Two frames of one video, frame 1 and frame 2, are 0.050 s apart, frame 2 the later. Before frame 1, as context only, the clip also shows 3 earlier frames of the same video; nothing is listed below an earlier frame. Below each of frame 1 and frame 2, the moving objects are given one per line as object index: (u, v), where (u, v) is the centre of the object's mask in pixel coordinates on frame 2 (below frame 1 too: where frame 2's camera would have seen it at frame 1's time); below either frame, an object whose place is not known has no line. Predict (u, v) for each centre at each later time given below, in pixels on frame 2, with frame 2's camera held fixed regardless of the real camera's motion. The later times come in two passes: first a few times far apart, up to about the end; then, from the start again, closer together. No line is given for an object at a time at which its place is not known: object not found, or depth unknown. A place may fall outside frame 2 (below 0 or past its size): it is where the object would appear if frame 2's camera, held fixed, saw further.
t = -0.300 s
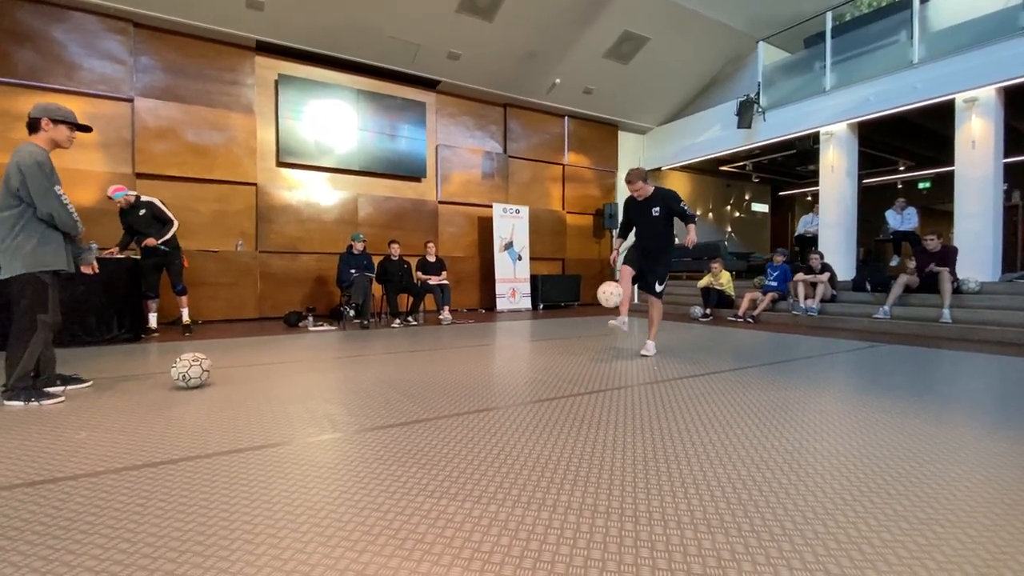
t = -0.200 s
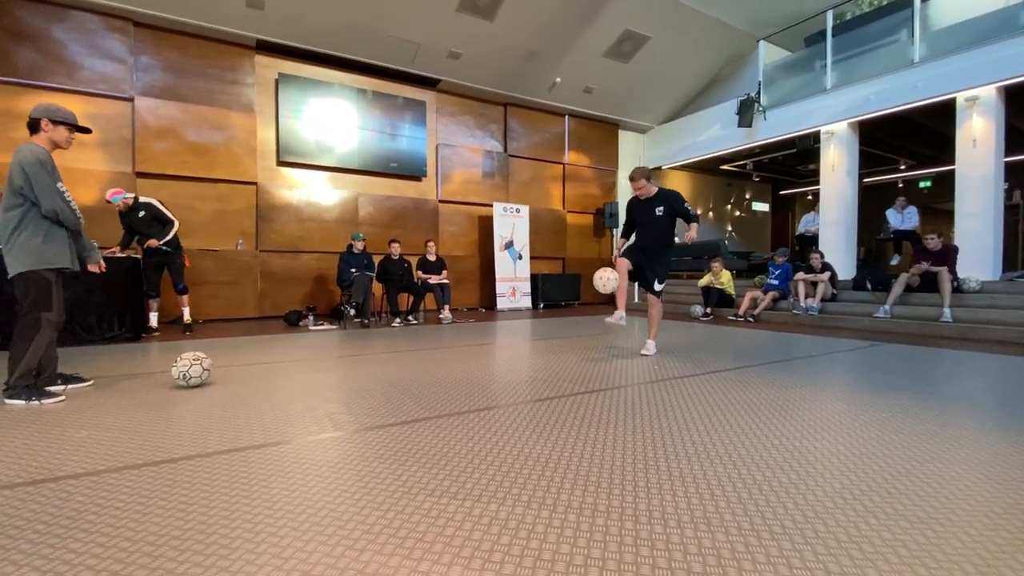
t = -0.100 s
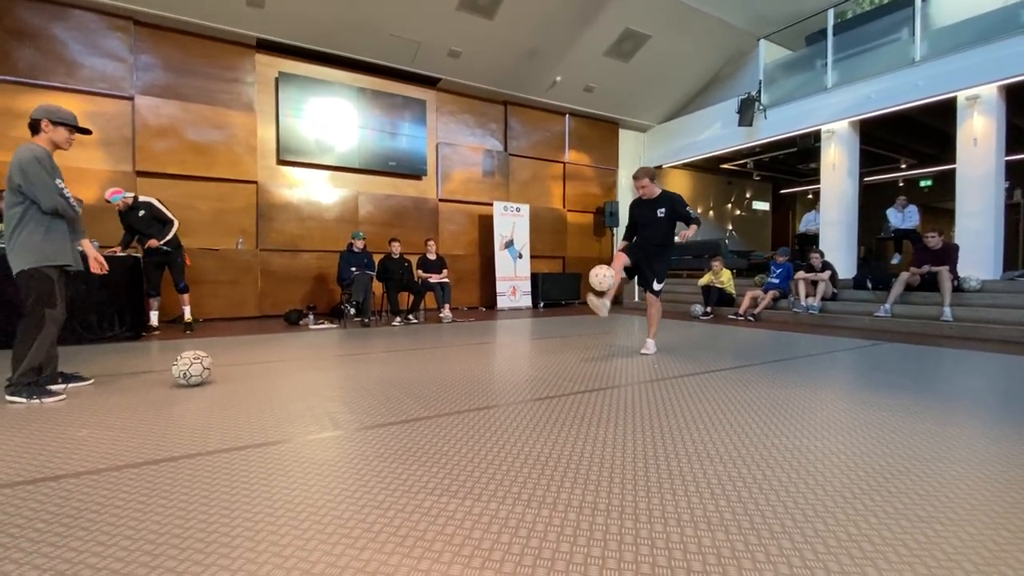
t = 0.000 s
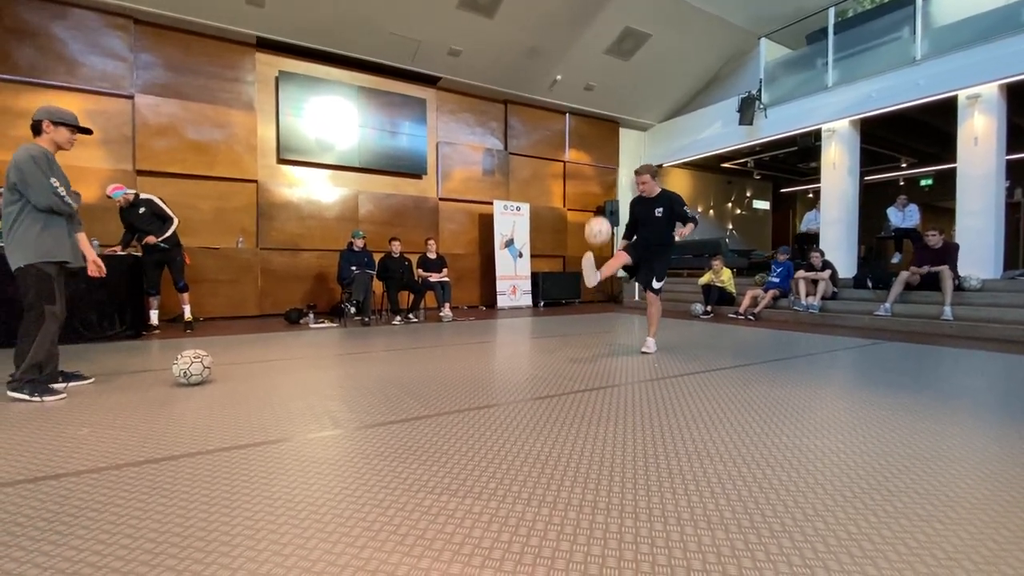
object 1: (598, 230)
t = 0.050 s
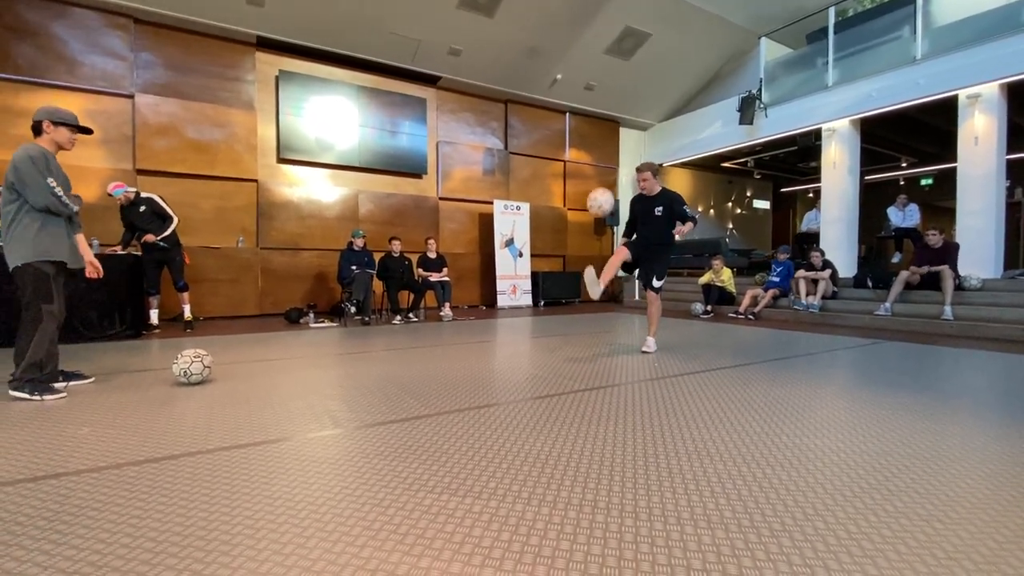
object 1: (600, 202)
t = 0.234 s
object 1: (608, 125)
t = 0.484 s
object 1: (617, 87)
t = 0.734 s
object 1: (626, 125)
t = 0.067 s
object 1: (601, 193)
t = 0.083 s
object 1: (601, 185)
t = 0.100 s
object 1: (602, 177)
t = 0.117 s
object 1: (603, 169)
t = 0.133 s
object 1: (604, 162)
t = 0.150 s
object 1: (605, 154)
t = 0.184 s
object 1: (606, 142)
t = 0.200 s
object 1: (606, 136)
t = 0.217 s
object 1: (607, 130)
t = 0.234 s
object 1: (608, 125)
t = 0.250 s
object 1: (609, 120)
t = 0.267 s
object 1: (609, 116)
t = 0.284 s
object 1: (610, 111)
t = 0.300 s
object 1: (610, 107)
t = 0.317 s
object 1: (611, 104)
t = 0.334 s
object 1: (612, 100)
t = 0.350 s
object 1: (612, 97)
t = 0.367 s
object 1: (613, 94)
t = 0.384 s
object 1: (614, 92)
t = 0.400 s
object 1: (615, 90)
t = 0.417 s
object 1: (615, 89)
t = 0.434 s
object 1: (616, 88)
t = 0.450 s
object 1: (616, 87)
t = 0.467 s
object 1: (617, 87)
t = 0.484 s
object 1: (617, 87)
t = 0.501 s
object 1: (618, 87)
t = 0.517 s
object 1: (619, 87)
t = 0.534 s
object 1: (619, 88)
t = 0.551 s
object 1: (620, 89)
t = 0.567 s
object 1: (620, 91)
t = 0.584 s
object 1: (621, 93)
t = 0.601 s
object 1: (622, 95)
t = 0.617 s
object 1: (622, 96)
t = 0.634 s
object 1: (623, 100)
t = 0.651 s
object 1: (623, 104)
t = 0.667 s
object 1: (623, 107)
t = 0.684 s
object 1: (624, 112)
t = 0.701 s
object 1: (625, 116)
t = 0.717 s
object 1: (625, 120)
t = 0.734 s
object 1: (626, 125)
